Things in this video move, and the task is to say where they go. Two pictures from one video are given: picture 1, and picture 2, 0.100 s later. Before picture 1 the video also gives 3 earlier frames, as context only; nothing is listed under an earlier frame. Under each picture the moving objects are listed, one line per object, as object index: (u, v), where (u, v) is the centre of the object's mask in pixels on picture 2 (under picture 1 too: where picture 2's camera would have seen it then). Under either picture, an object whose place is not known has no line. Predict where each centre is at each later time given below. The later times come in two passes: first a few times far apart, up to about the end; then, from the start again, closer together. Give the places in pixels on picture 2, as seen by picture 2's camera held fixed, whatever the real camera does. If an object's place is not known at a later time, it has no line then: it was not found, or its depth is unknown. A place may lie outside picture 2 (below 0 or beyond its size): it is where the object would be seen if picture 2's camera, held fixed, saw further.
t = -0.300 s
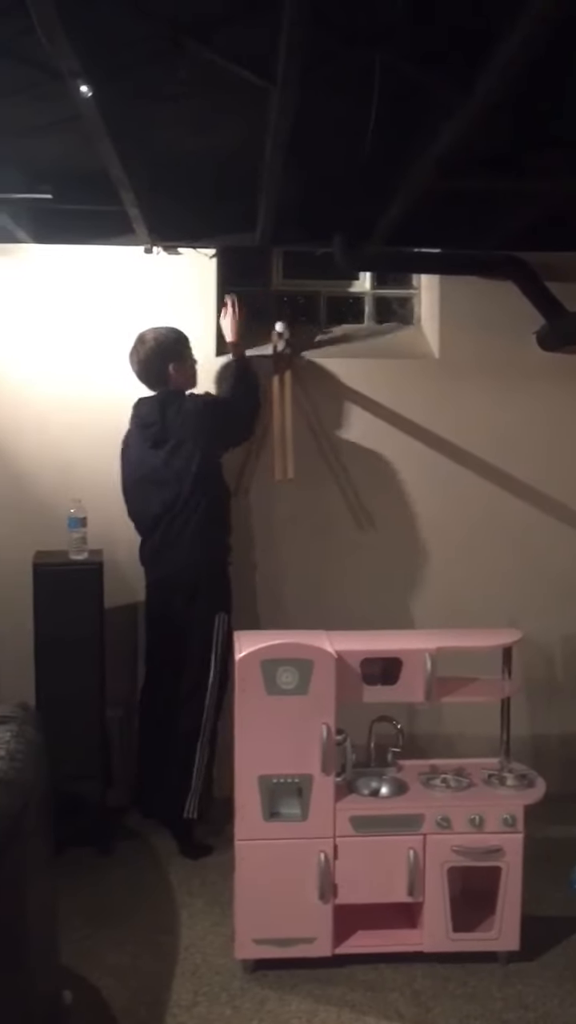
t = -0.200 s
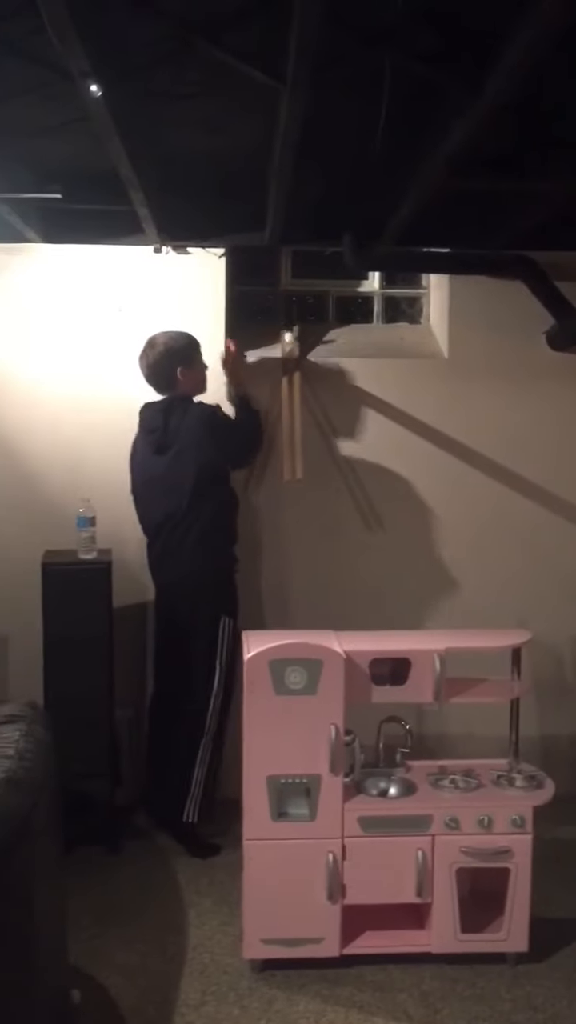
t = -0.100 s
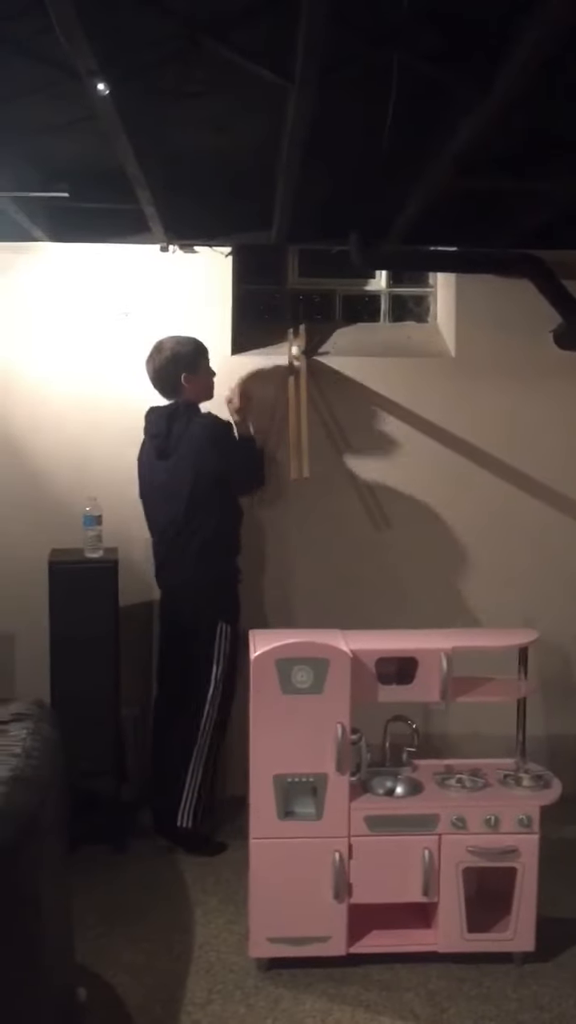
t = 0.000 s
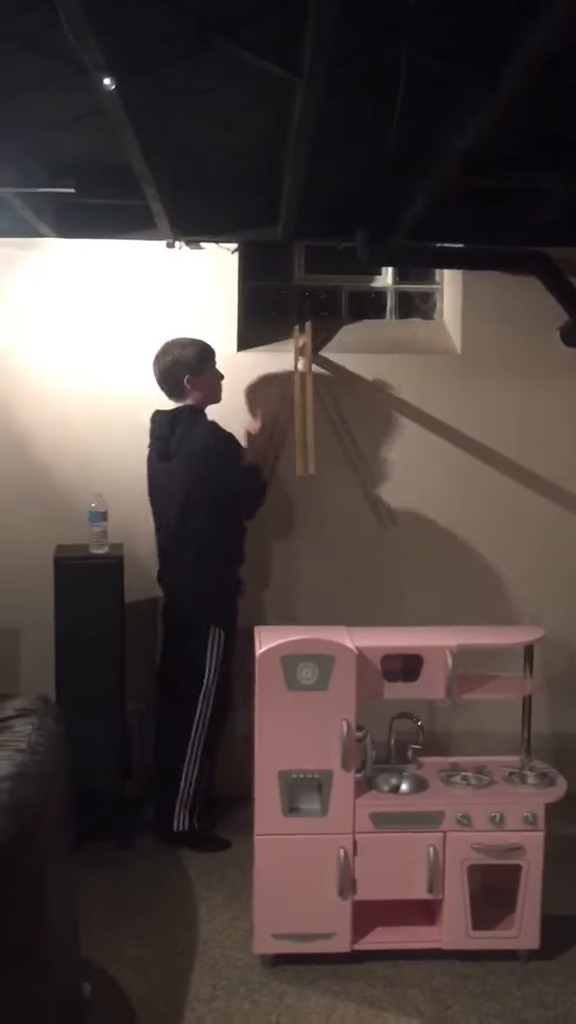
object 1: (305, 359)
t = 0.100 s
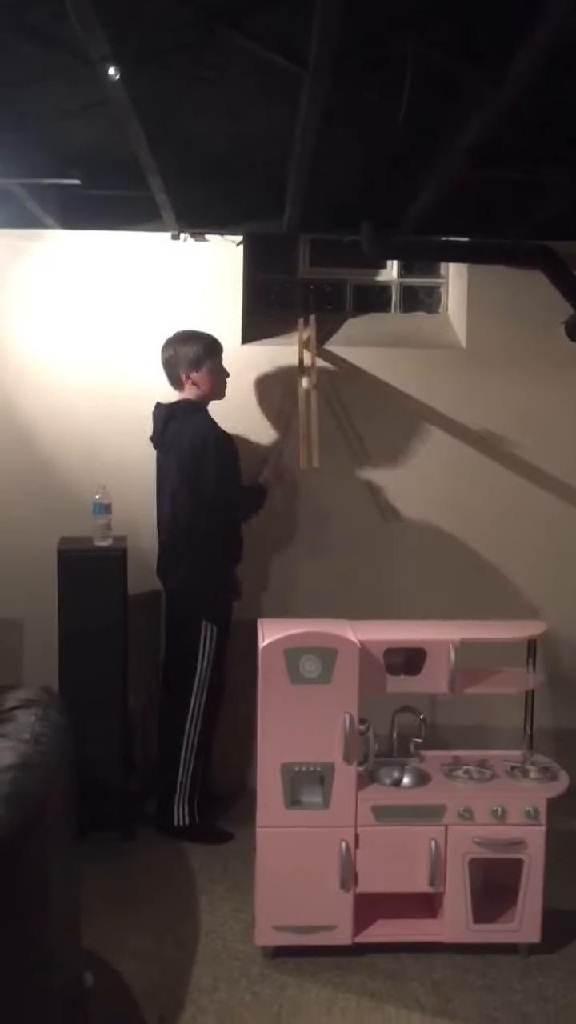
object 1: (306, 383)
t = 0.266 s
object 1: (309, 436)
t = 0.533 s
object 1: (310, 607)
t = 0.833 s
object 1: (324, 541)
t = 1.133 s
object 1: (330, 945)
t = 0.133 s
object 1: (306, 393)
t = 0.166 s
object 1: (307, 403)
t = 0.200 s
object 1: (307, 413)
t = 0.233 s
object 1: (308, 423)
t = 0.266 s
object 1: (309, 436)
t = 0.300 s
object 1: (310, 451)
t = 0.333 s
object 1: (309, 462)
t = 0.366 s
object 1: (309, 477)
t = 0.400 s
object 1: (310, 499)
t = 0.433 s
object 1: (310, 524)
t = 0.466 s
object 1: (311, 553)
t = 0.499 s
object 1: (310, 586)
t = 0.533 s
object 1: (310, 607)
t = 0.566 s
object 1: (312, 588)
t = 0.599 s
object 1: (314, 568)
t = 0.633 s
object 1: (316, 550)
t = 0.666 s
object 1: (317, 537)
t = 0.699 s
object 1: (319, 530)
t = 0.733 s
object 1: (321, 525)
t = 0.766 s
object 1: (322, 526)
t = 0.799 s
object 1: (323, 530)
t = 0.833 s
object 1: (324, 541)
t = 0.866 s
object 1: (326, 557)
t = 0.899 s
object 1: (327, 581)
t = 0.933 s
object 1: (329, 610)
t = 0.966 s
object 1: (327, 649)
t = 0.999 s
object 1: (328, 691)
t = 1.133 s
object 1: (330, 945)
